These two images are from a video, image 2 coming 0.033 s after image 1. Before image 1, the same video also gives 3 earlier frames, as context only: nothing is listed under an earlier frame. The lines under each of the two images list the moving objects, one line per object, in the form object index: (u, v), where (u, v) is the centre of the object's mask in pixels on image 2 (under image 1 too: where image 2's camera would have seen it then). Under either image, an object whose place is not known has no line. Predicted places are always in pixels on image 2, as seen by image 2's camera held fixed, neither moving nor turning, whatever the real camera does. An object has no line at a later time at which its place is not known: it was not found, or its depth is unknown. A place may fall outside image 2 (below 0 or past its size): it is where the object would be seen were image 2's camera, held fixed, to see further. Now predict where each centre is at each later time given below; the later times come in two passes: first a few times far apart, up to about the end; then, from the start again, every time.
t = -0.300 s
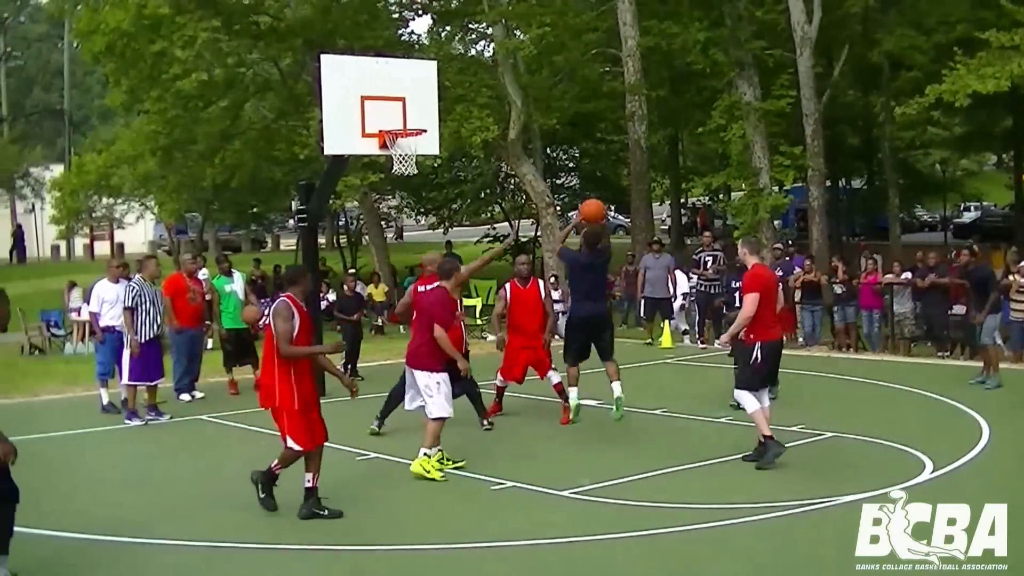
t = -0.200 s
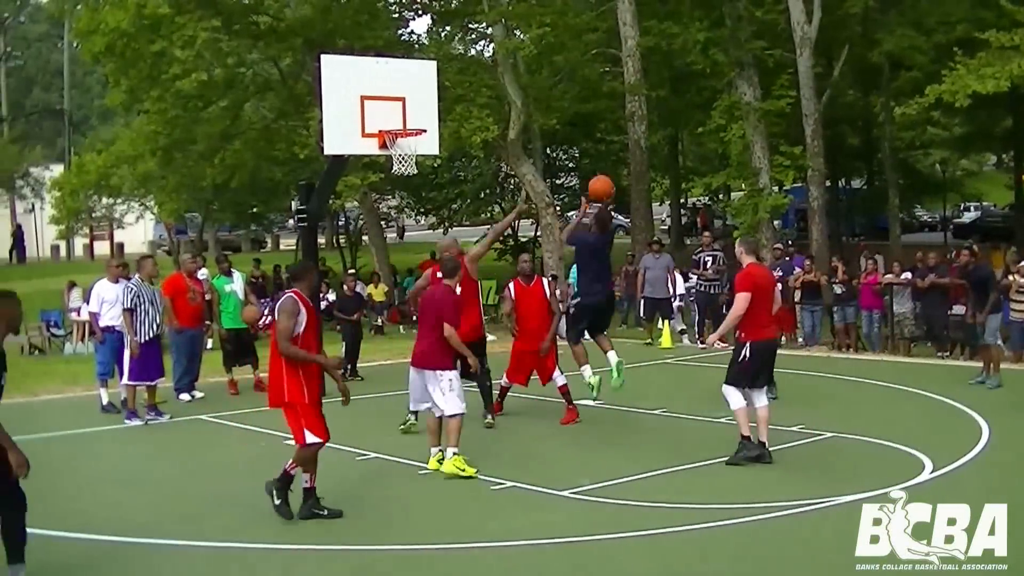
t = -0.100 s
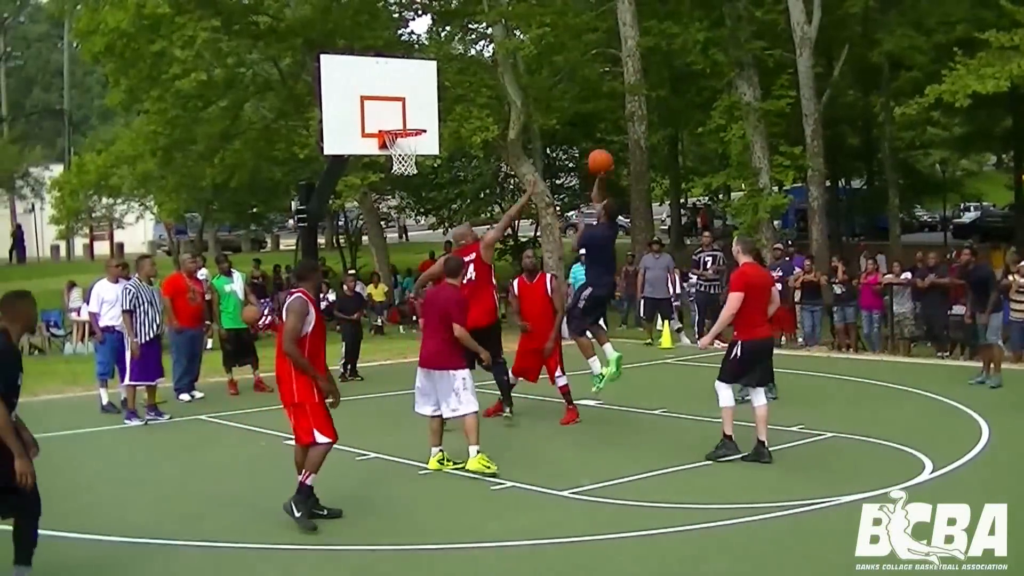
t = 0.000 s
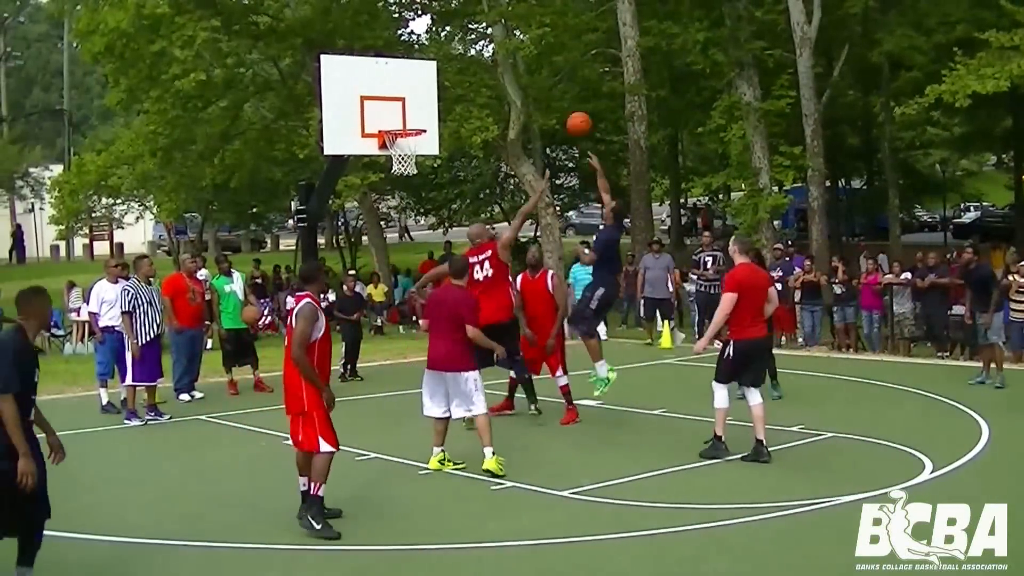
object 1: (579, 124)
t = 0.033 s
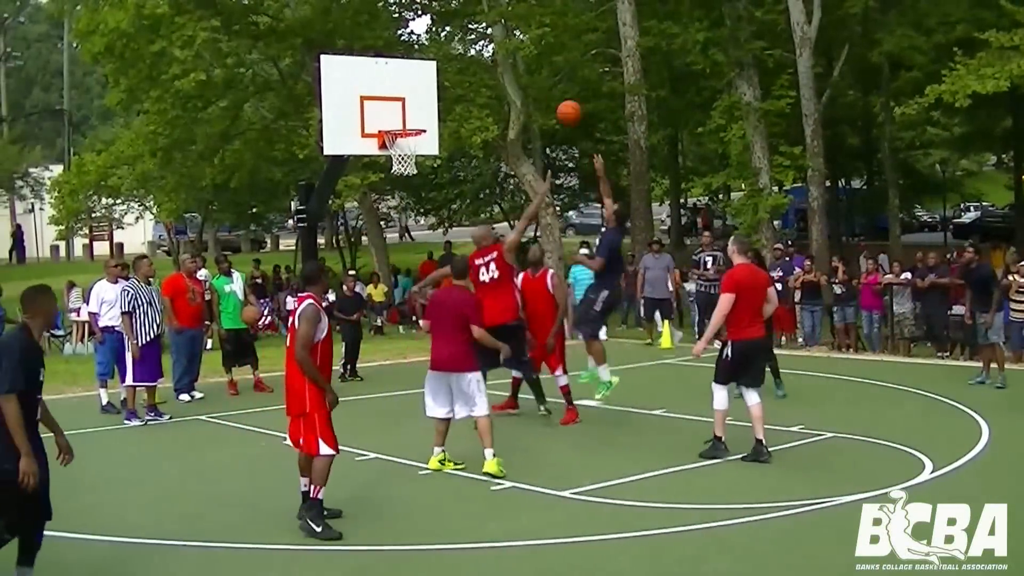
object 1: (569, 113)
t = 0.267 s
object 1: (506, 64)
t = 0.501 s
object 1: (450, 70)
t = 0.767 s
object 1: (397, 138)
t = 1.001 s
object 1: (403, 208)
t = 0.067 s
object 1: (559, 101)
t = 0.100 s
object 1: (550, 92)
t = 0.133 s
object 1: (541, 84)
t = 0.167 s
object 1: (532, 77)
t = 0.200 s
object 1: (524, 72)
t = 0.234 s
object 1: (515, 67)
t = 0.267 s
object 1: (506, 64)
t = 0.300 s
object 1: (498, 62)
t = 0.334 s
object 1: (490, 61)
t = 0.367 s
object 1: (482, 61)
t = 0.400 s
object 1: (474, 61)
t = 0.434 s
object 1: (466, 64)
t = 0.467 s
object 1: (458, 66)
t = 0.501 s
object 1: (450, 70)
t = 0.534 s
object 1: (443, 75)
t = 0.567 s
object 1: (437, 82)
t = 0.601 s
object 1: (429, 89)
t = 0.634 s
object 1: (423, 97)
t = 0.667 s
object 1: (416, 106)
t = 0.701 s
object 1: (409, 116)
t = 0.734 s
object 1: (402, 124)
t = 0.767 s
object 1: (397, 138)
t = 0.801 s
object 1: (396, 144)
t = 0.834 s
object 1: (397, 157)
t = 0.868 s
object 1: (396, 170)
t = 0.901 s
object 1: (398, 175)
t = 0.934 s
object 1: (400, 185)
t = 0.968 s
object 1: (401, 195)
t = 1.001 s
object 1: (403, 208)
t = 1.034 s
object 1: (404, 221)
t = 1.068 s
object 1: (406, 235)
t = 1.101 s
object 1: (408, 250)
